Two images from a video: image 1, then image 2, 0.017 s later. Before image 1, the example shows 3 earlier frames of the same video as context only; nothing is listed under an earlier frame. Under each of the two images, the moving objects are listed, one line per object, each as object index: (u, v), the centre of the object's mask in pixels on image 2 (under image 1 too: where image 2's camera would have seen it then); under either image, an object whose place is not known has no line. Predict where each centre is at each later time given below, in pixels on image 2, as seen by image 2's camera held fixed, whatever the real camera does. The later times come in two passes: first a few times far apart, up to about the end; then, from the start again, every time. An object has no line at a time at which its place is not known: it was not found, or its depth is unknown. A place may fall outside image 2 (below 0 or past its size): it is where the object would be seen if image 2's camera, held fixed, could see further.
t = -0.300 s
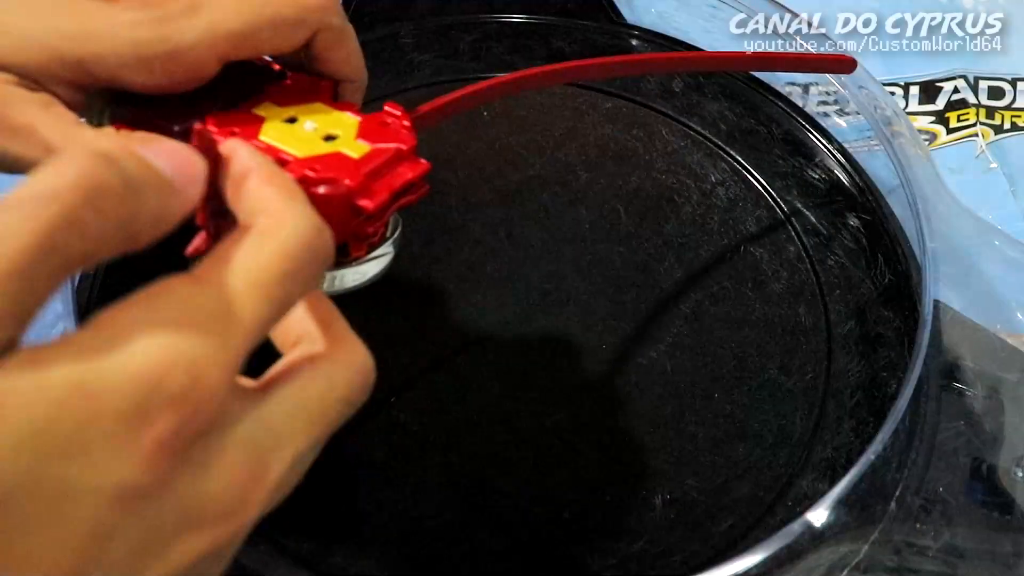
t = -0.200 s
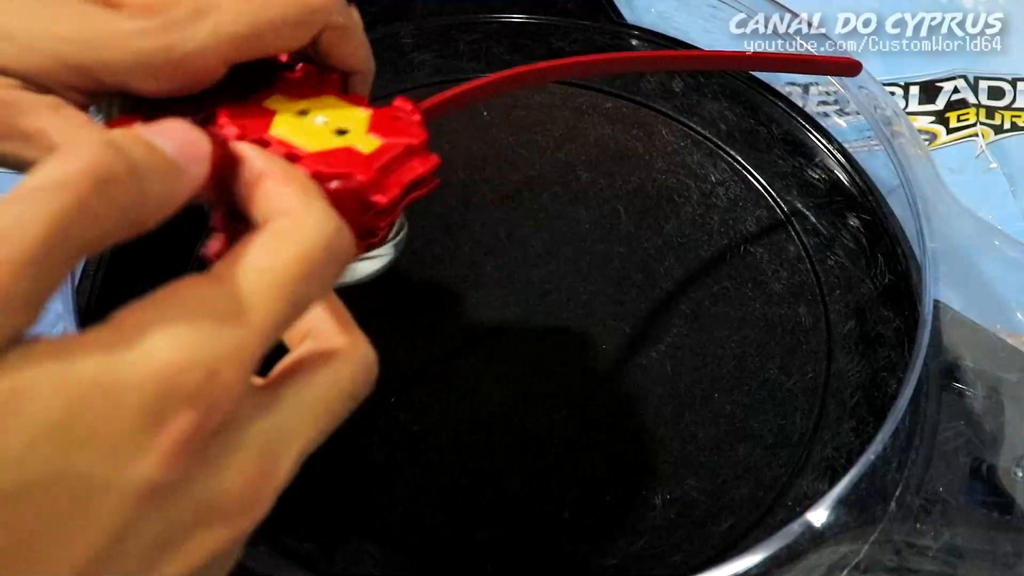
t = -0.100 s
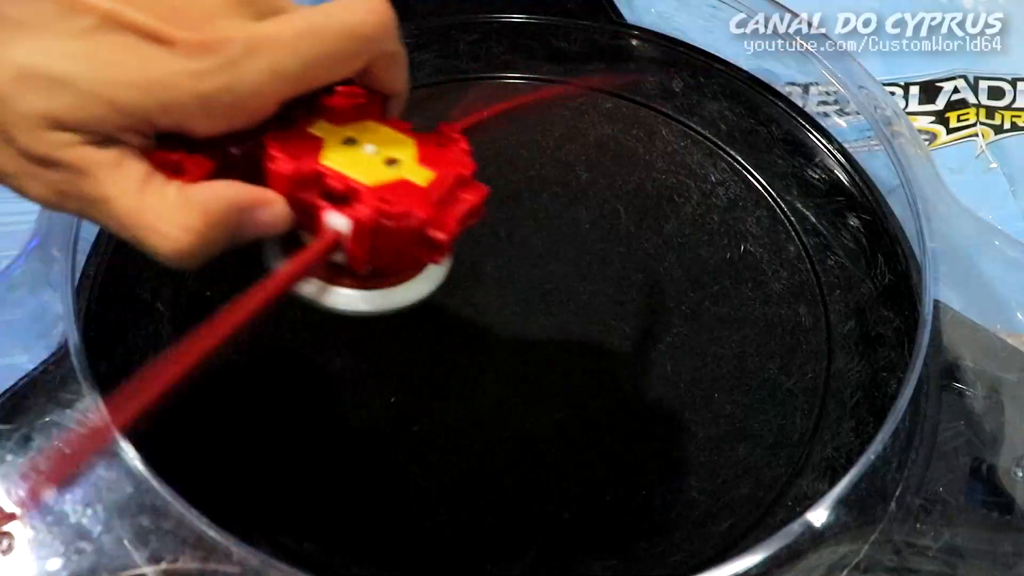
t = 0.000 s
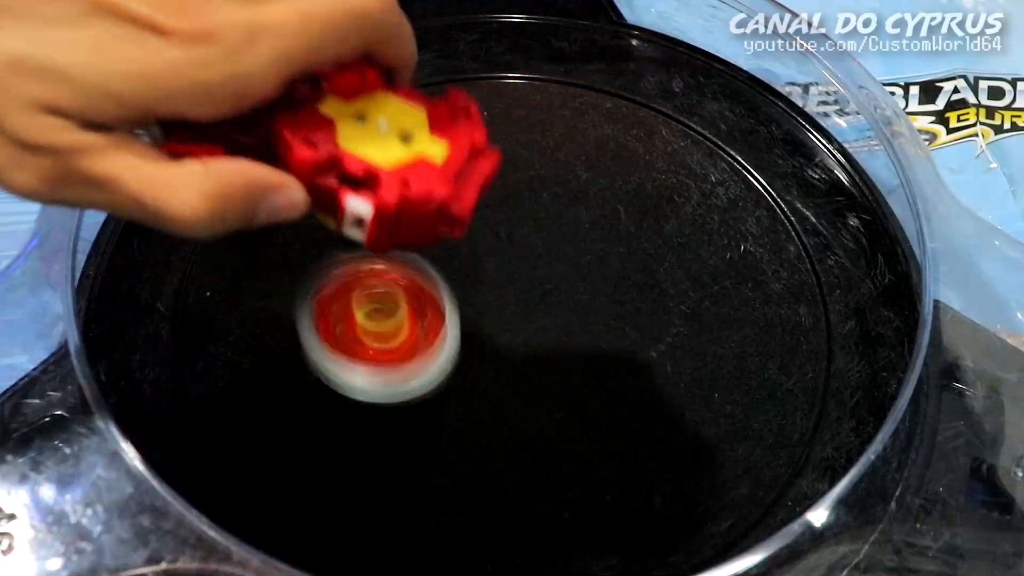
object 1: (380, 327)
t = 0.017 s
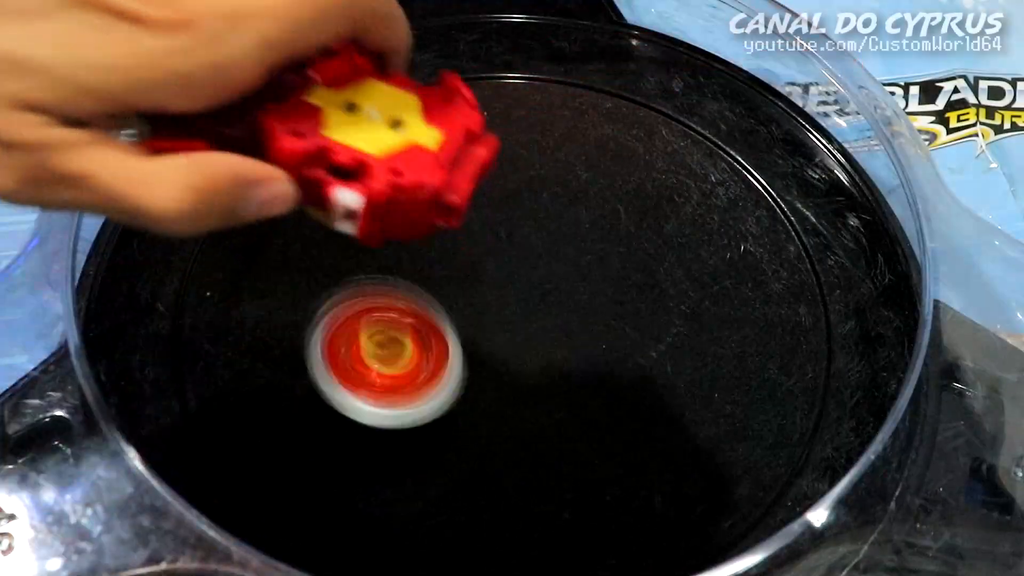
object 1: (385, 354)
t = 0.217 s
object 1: (610, 291)
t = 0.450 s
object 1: (559, 137)
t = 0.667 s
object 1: (322, 194)
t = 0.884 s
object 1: (375, 394)
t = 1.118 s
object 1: (740, 315)
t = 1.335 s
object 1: (700, 73)
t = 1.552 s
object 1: (426, 52)
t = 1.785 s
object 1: (285, 357)
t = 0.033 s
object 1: (404, 357)
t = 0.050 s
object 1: (425, 351)
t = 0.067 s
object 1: (444, 348)
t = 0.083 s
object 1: (465, 349)
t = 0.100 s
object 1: (486, 355)
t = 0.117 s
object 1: (508, 355)
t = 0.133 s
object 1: (528, 347)
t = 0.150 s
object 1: (549, 340)
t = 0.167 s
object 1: (568, 331)
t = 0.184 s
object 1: (585, 321)
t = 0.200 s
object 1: (599, 305)
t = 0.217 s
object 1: (610, 291)
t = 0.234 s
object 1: (621, 281)
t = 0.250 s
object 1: (630, 274)
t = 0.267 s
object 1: (634, 256)
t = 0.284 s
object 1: (635, 237)
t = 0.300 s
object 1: (635, 220)
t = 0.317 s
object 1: (634, 210)
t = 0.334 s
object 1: (633, 203)
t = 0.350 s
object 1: (629, 196)
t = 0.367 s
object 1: (619, 178)
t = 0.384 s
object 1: (609, 162)
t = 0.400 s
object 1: (598, 151)
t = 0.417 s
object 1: (586, 144)
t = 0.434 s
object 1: (575, 143)
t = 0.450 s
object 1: (559, 137)
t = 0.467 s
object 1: (543, 128)
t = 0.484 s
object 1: (526, 122)
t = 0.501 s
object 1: (509, 122)
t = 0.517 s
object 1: (491, 126)
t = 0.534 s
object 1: (472, 128)
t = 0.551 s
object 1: (453, 129)
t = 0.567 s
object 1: (434, 135)
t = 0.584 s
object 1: (415, 144)
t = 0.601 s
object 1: (395, 151)
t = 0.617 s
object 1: (377, 160)
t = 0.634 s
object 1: (356, 171)
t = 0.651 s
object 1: (339, 181)
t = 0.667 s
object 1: (322, 194)
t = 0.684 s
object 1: (308, 207)
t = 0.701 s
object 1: (298, 222)
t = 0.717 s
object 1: (289, 236)
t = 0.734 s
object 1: (284, 253)
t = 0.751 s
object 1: (282, 270)
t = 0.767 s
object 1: (283, 287)
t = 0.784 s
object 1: (287, 305)
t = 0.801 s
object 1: (294, 320)
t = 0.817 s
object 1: (304, 338)
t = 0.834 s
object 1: (316, 354)
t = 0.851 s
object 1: (333, 370)
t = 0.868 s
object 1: (351, 383)
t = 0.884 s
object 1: (375, 394)
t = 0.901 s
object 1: (400, 407)
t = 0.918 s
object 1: (427, 415)
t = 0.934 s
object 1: (456, 422)
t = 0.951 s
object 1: (484, 425)
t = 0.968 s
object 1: (516, 426)
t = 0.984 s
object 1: (548, 425)
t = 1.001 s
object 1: (578, 418)
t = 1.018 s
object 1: (607, 411)
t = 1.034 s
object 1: (636, 401)
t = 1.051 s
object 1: (659, 380)
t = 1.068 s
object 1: (683, 364)
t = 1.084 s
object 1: (704, 350)
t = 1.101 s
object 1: (724, 338)
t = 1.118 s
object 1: (740, 315)
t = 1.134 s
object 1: (752, 291)
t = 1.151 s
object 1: (762, 272)
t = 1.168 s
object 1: (773, 255)
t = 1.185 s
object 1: (775, 230)
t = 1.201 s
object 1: (775, 206)
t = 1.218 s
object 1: (775, 186)
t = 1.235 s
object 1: (770, 168)
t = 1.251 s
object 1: (762, 147)
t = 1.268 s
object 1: (752, 127)
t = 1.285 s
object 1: (741, 114)
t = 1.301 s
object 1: (729, 100)
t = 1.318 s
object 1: (714, 85)
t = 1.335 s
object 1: (700, 73)
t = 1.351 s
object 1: (683, 61)
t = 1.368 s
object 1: (665, 50)
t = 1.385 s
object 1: (645, 45)
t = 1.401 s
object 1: (624, 42)
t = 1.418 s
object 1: (601, 39)
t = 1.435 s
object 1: (581, 38)
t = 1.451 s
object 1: (558, 37)
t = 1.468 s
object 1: (535, 36)
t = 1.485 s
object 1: (514, 37)
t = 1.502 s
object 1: (491, 39)
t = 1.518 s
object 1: (467, 42)
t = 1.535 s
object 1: (447, 45)
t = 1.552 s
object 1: (426, 52)
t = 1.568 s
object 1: (403, 63)
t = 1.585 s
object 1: (384, 76)
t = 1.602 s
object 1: (365, 89)
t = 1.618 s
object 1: (346, 107)
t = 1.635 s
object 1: (331, 126)
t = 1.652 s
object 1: (316, 148)
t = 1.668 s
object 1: (302, 169)
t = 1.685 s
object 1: (292, 193)
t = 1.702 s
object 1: (283, 220)
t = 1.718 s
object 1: (277, 245)
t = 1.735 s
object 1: (273, 273)
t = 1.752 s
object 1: (274, 301)
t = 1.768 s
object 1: (280, 327)
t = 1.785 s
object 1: (285, 357)
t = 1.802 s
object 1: (299, 386)
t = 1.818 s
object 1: (319, 413)
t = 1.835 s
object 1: (338, 440)
